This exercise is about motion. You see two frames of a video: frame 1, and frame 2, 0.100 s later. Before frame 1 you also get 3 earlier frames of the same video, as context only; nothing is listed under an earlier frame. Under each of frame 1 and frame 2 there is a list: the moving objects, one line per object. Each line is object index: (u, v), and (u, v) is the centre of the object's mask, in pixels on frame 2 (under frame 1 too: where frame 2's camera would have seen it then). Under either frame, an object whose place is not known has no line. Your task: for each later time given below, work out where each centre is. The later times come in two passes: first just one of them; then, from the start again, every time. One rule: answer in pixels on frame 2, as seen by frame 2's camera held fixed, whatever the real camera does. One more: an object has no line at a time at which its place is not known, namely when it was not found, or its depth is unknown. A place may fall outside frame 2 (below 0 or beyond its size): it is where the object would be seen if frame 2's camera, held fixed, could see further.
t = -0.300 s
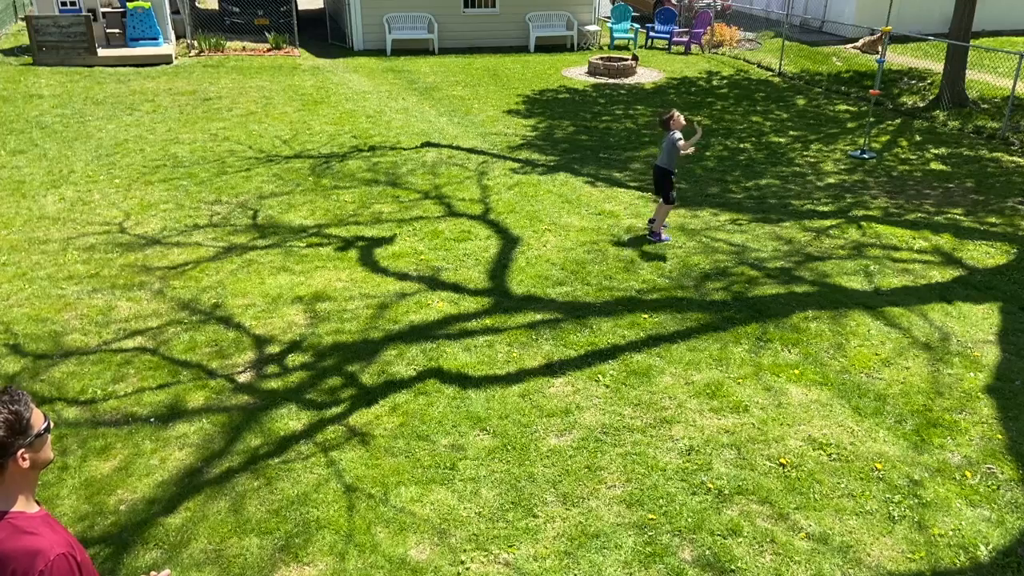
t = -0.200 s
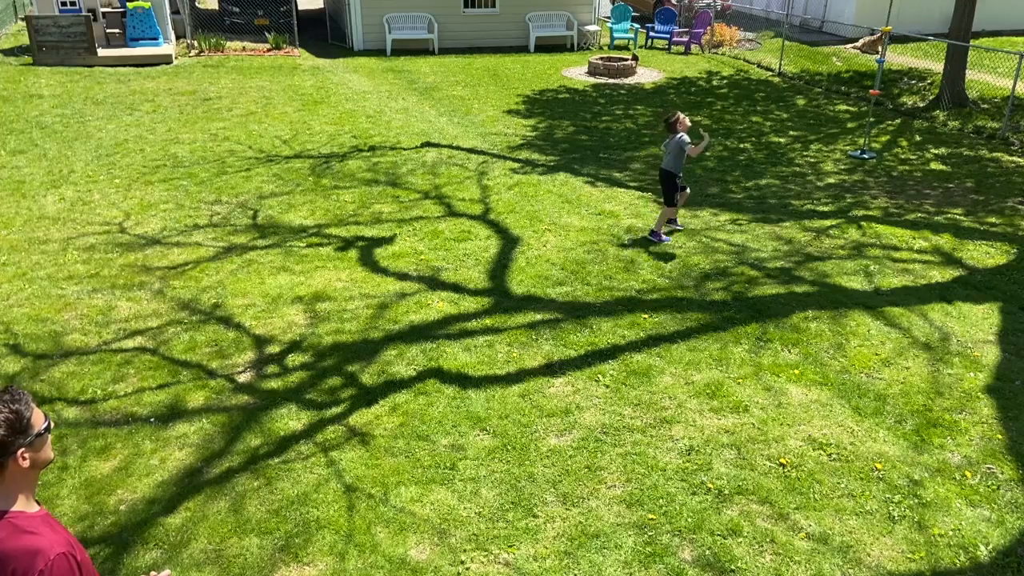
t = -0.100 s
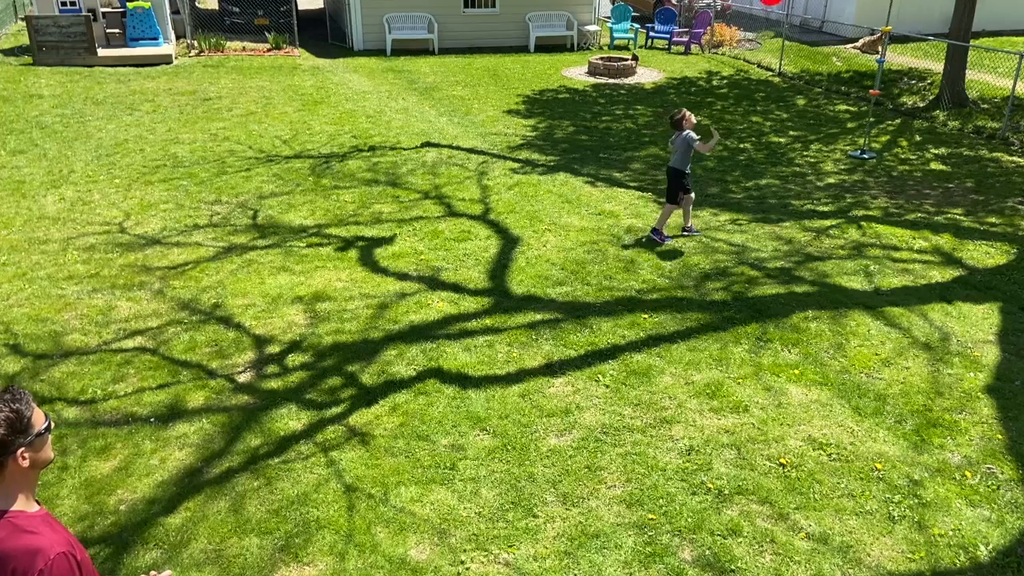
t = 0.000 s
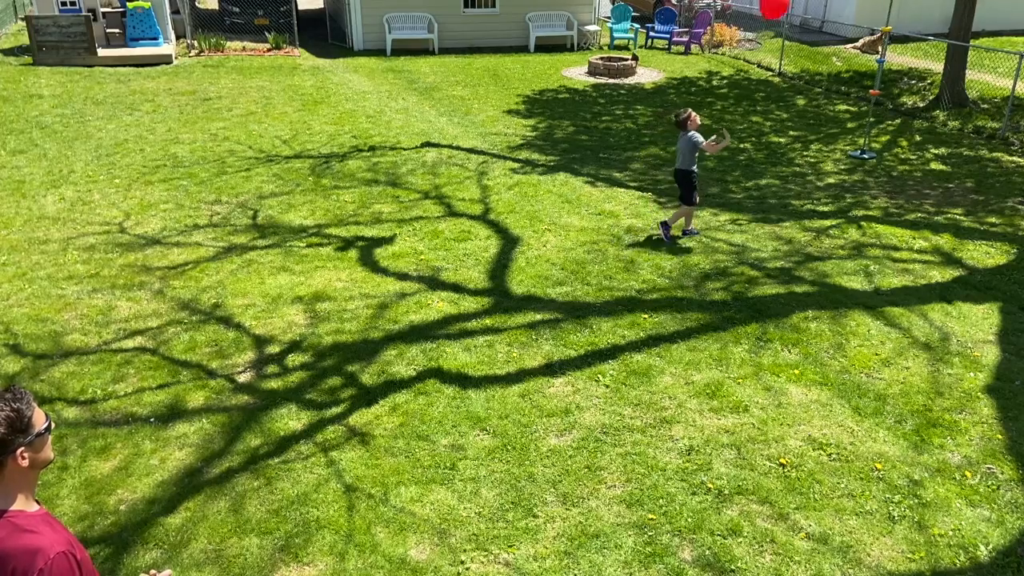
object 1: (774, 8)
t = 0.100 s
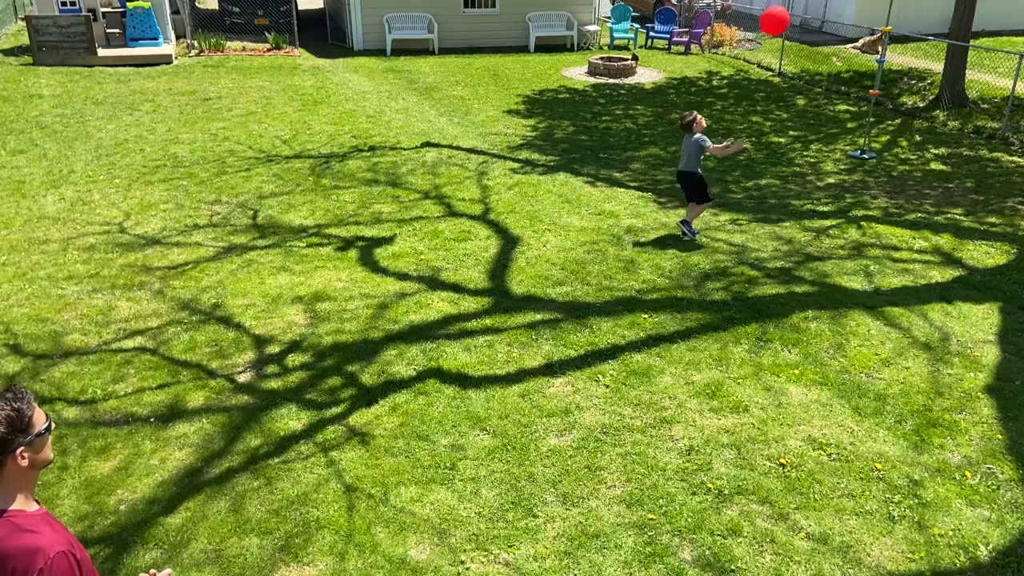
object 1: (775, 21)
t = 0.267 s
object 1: (771, 51)
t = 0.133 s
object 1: (774, 26)
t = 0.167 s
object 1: (774, 32)
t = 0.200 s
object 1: (773, 38)
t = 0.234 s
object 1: (772, 44)
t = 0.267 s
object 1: (771, 51)
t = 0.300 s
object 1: (771, 57)
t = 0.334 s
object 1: (769, 64)
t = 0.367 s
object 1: (767, 71)
